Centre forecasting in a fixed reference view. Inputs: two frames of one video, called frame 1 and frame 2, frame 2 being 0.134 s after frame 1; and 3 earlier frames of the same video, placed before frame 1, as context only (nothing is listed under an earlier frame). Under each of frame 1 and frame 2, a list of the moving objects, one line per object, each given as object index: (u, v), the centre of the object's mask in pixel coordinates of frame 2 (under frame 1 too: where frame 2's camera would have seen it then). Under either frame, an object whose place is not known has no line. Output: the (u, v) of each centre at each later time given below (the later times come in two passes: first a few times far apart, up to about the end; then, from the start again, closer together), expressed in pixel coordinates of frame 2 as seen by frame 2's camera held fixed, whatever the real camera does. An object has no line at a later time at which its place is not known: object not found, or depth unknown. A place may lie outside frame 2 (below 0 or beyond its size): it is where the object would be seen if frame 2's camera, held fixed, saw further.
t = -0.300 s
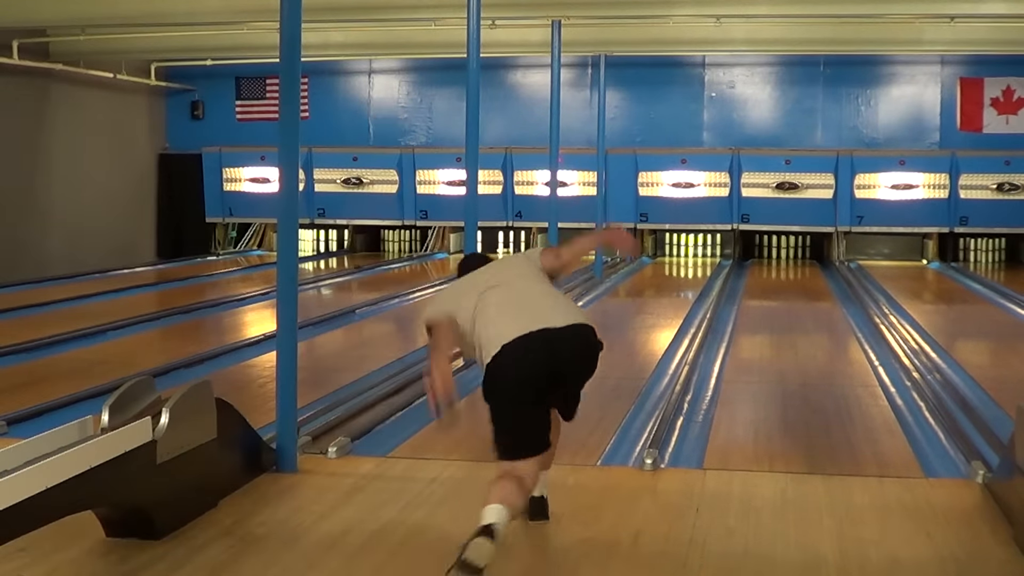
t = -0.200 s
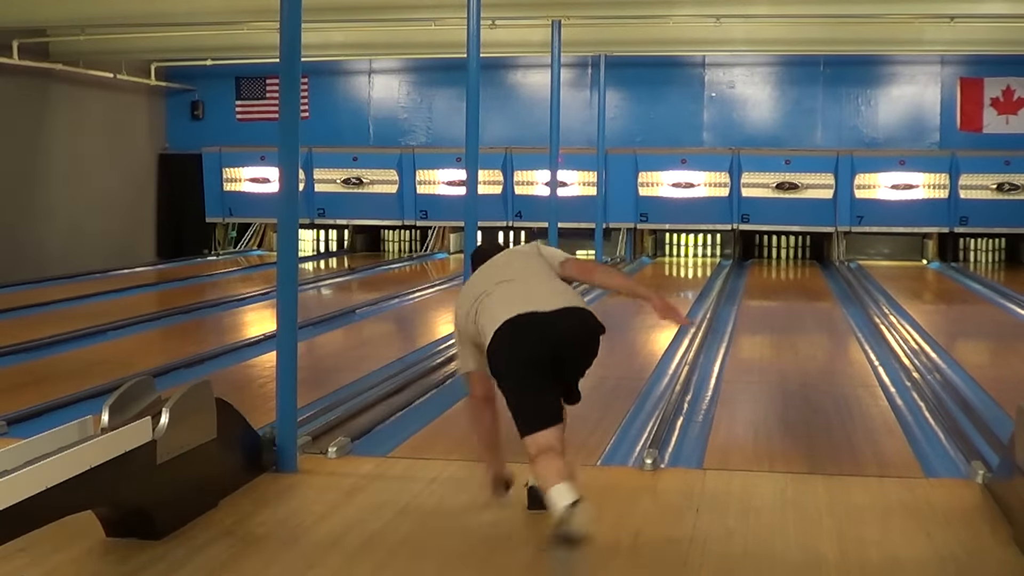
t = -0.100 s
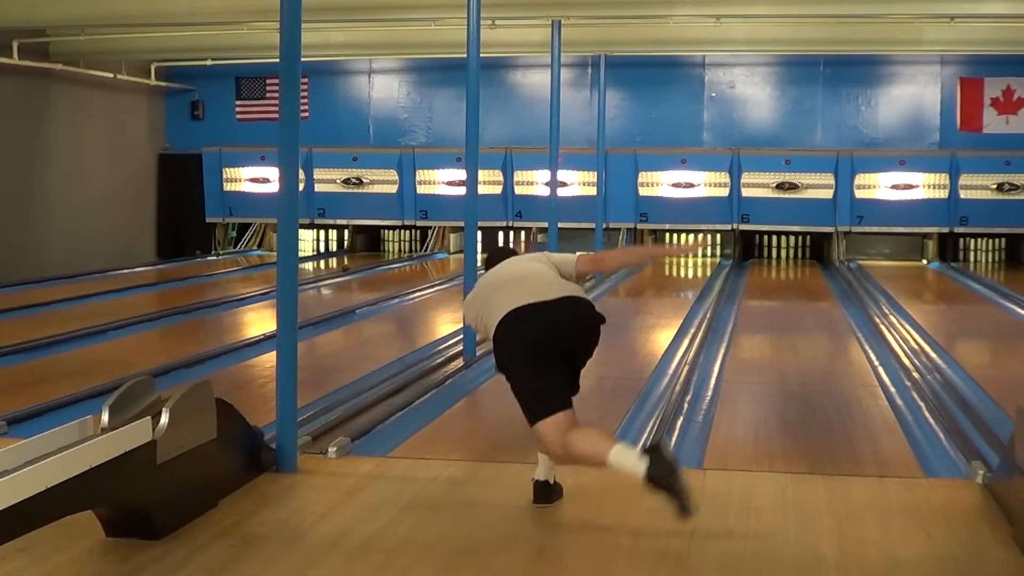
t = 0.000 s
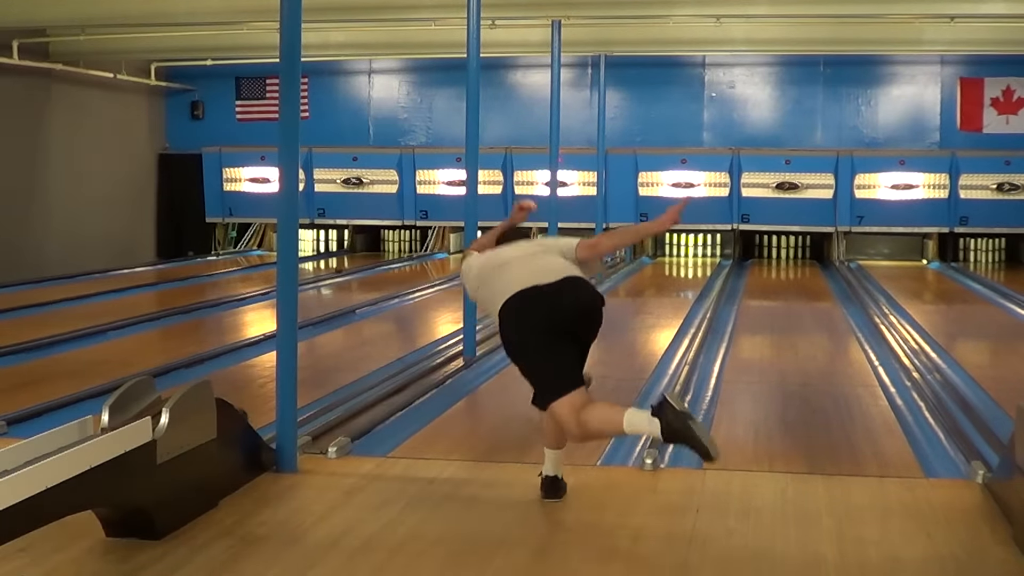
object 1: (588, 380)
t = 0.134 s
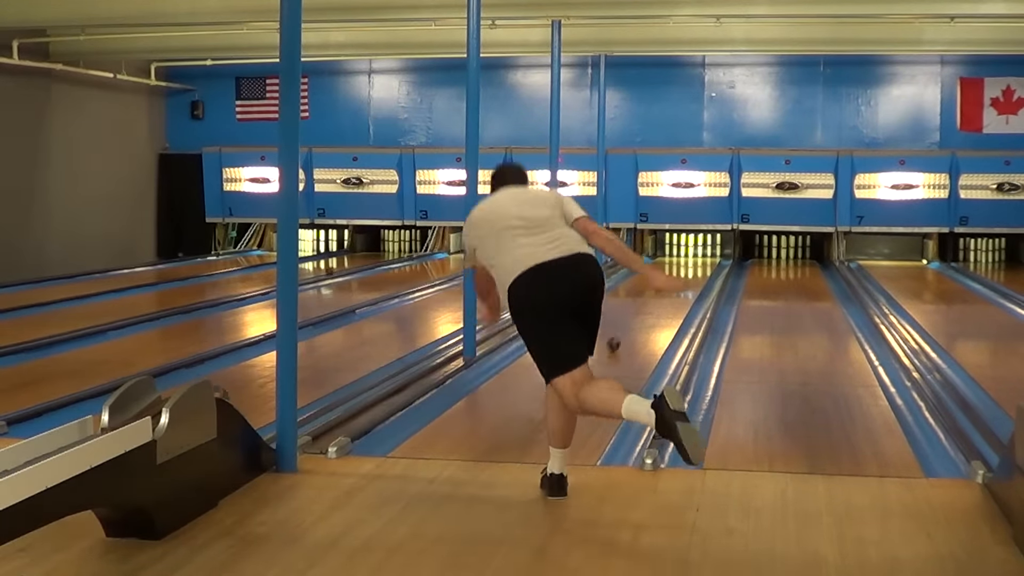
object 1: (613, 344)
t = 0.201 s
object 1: (623, 329)
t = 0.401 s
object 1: (650, 300)
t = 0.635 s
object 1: (670, 277)
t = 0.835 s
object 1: (682, 265)
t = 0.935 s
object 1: (687, 260)
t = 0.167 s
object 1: (618, 336)
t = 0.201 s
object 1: (623, 329)
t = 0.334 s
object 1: (641, 308)
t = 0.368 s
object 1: (646, 305)
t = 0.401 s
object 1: (650, 300)
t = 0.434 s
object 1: (653, 297)
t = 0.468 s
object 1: (655, 293)
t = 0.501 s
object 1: (660, 288)
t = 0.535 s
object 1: (662, 285)
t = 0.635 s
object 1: (670, 277)
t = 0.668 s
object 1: (672, 274)
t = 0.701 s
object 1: (674, 273)
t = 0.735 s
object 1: (676, 271)
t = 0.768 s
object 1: (678, 269)
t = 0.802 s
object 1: (680, 267)
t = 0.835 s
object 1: (682, 265)
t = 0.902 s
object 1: (686, 260)
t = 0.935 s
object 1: (687, 260)
